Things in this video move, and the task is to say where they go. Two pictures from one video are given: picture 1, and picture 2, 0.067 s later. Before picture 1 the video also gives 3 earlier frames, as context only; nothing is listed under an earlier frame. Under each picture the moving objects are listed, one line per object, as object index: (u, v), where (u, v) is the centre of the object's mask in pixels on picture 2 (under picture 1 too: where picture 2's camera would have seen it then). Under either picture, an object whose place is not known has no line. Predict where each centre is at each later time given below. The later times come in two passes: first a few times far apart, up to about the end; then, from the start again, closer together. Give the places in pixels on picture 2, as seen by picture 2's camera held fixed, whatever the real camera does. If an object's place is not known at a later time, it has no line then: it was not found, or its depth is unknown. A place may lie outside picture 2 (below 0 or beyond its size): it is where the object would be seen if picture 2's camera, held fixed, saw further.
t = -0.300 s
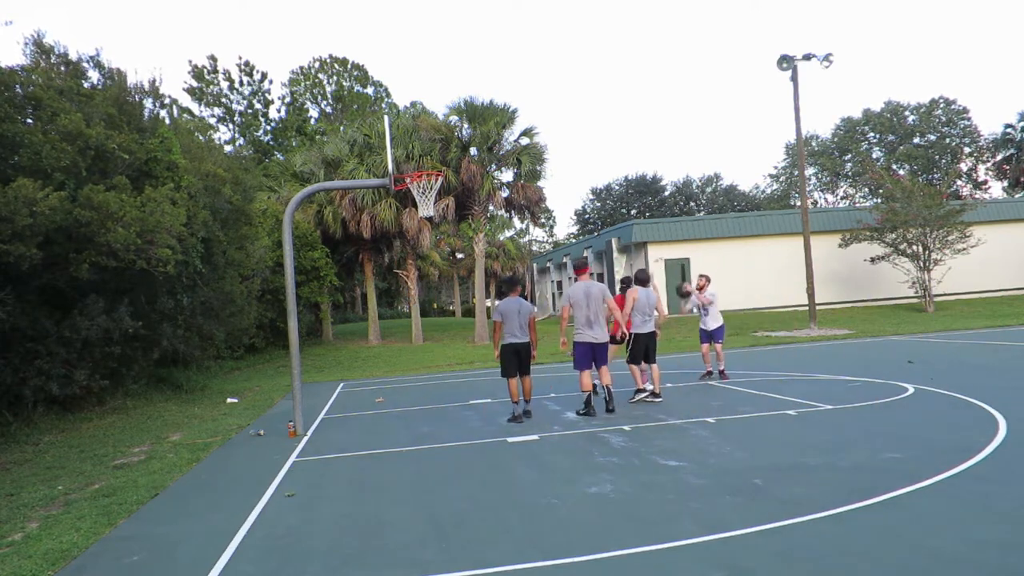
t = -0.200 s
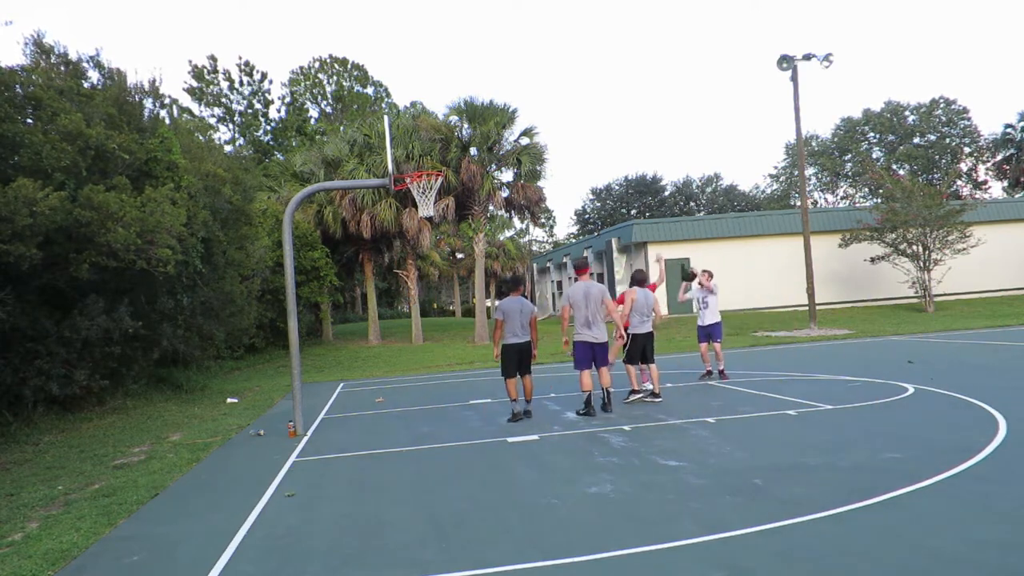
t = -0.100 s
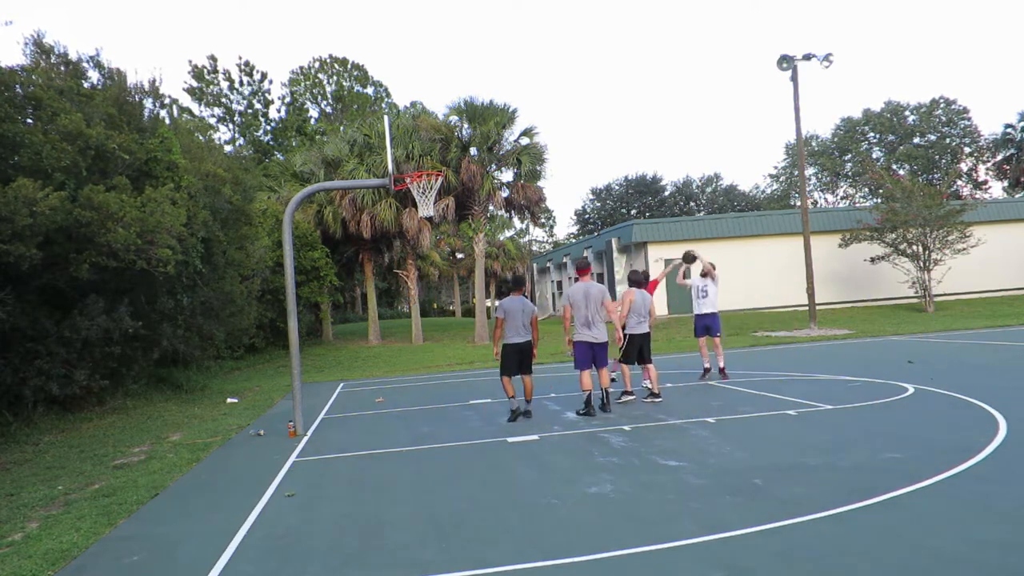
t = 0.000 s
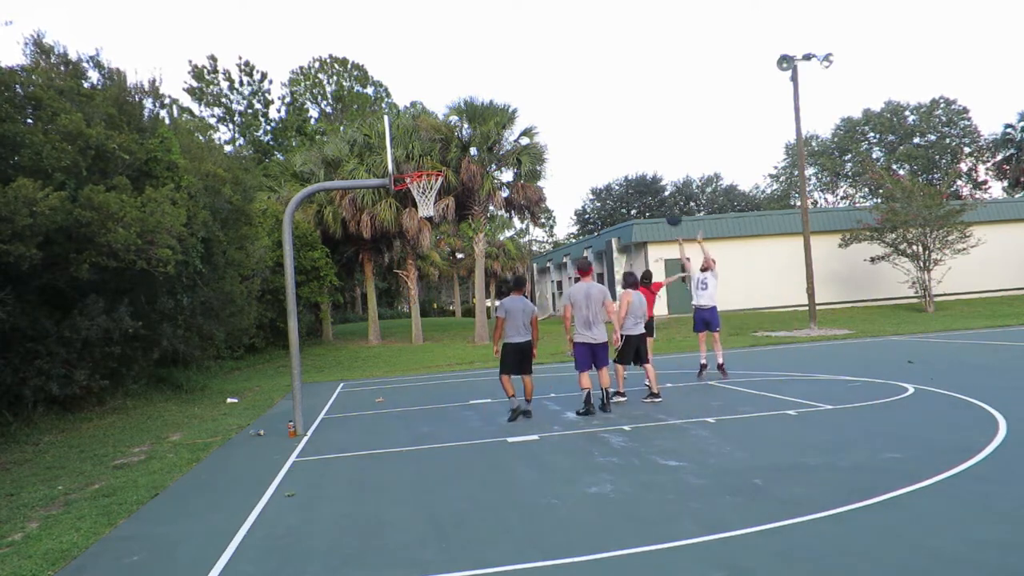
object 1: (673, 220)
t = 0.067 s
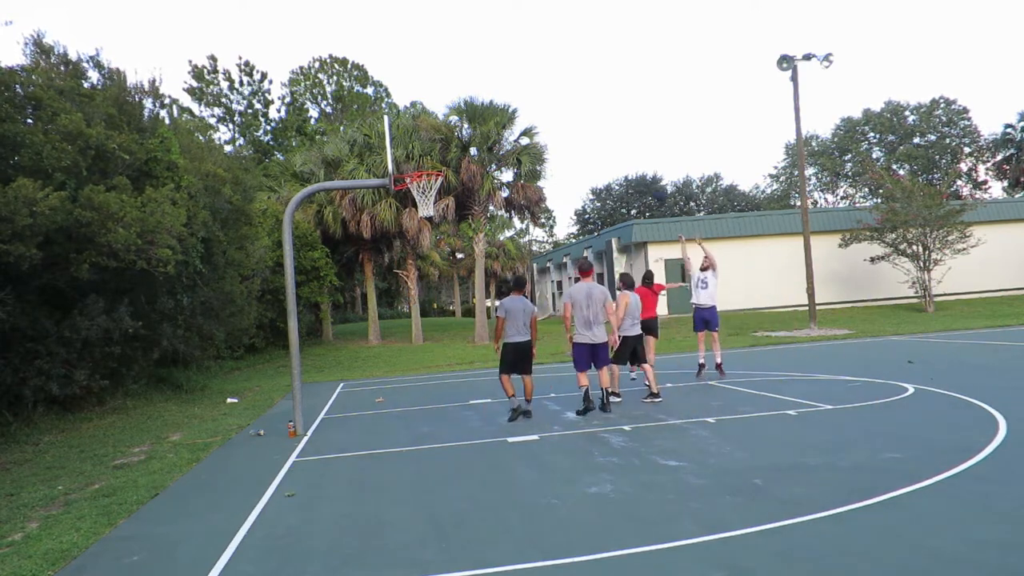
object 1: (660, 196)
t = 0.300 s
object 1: (613, 124)
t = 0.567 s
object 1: (558, 84)
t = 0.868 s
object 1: (494, 96)
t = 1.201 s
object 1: (423, 185)
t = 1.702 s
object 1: (389, 301)
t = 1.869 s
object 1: (379, 386)
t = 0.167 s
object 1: (640, 160)
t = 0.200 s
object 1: (633, 150)
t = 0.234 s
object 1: (626, 141)
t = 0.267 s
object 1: (619, 132)
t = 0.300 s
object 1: (613, 124)
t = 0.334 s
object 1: (606, 117)
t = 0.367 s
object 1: (599, 110)
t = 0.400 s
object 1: (592, 104)
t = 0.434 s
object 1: (585, 98)
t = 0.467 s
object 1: (579, 94)
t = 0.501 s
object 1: (572, 90)
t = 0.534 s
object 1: (565, 87)
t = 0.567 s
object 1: (558, 84)
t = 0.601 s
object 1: (551, 82)
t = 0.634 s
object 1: (544, 81)
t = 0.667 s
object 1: (537, 81)
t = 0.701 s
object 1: (530, 81)
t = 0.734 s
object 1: (523, 82)
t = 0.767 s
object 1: (515, 84)
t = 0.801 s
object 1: (508, 87)
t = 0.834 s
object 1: (501, 91)
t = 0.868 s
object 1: (494, 96)
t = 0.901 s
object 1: (487, 101)
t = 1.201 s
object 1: (423, 185)
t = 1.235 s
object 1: (425, 196)
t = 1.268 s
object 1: (413, 201)
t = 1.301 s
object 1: (410, 200)
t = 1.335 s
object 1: (409, 204)
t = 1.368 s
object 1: (407, 209)
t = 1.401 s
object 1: (405, 214)
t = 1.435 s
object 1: (403, 220)
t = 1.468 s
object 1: (400, 229)
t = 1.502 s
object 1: (398, 235)
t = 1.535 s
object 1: (396, 243)
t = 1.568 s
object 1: (394, 251)
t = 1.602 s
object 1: (393, 263)
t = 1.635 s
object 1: (390, 275)
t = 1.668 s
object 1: (391, 287)
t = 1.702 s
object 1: (389, 301)
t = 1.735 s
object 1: (387, 317)
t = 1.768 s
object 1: (384, 333)
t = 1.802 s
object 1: (383, 350)
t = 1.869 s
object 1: (379, 386)
